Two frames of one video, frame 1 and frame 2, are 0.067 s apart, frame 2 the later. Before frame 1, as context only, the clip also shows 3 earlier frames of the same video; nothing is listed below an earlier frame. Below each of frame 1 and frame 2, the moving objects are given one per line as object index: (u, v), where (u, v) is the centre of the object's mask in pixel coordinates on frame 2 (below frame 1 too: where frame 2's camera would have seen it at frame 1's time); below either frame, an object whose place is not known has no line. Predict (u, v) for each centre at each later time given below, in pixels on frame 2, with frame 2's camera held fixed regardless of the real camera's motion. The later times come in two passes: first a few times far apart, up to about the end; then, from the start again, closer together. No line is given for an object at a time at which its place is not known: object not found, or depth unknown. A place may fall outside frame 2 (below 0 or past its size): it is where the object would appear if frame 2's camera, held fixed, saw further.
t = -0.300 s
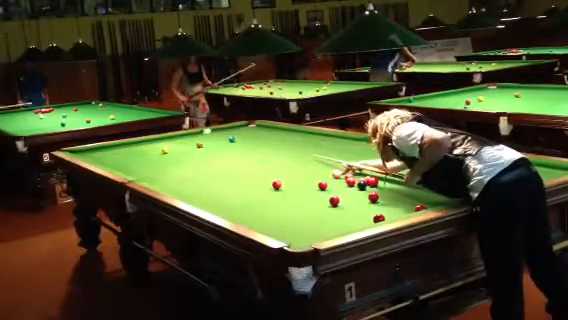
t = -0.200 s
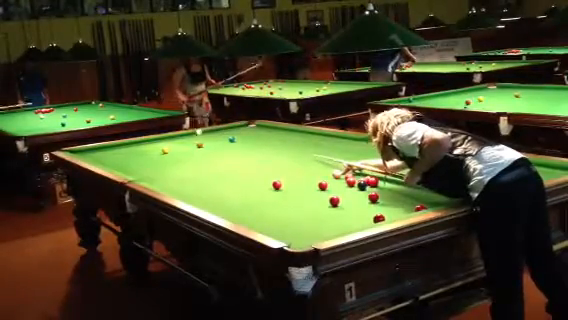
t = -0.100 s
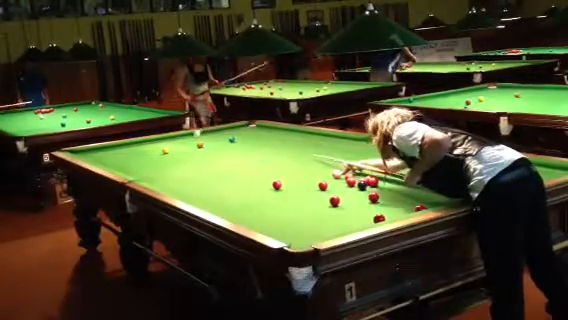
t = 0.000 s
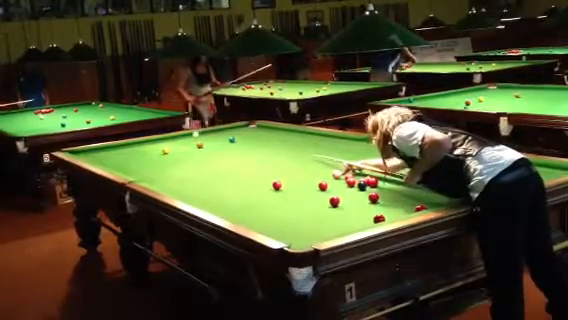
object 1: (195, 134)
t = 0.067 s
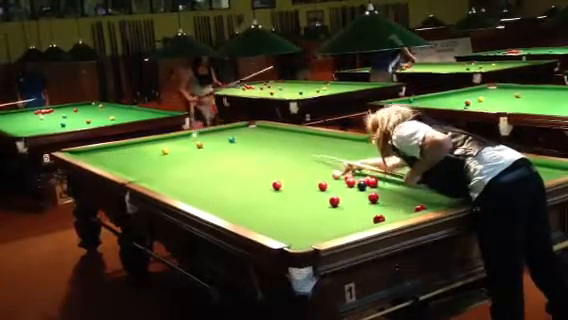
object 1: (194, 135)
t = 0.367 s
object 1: (190, 138)
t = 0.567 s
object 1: (187, 140)
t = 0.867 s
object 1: (182, 143)
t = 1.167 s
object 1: (181, 145)
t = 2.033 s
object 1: (159, 161)
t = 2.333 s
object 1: (155, 164)
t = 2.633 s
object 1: (149, 168)
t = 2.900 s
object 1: (145, 172)
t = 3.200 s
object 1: (141, 175)
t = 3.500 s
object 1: (138, 177)
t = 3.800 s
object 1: (141, 178)
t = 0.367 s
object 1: (190, 138)
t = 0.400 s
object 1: (190, 138)
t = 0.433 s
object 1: (189, 138)
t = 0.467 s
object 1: (186, 141)
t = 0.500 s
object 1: (187, 140)
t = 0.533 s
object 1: (187, 140)
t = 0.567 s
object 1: (187, 140)
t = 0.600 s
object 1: (187, 140)
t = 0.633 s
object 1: (187, 140)
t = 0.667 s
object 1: (186, 141)
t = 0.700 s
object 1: (183, 142)
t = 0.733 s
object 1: (183, 143)
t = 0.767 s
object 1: (183, 143)
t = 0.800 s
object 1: (182, 143)
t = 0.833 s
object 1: (183, 142)
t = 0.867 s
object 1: (182, 143)
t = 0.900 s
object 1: (182, 143)
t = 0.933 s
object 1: (183, 143)
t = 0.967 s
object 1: (182, 144)
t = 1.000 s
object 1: (181, 144)
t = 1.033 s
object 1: (181, 145)
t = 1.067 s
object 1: (180, 144)
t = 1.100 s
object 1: (181, 145)
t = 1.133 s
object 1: (181, 145)
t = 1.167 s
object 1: (181, 145)
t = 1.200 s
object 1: (180, 145)
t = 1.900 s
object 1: (161, 159)
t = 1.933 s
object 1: (161, 159)
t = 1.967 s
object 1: (161, 159)
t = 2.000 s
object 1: (160, 160)
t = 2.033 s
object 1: (159, 161)
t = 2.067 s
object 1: (159, 162)
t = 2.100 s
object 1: (159, 162)
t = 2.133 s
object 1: (158, 161)
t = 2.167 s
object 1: (158, 162)
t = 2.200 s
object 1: (158, 162)
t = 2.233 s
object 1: (156, 163)
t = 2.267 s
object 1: (157, 163)
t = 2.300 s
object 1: (155, 164)
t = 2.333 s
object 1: (155, 164)
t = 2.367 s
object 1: (154, 165)
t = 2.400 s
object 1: (154, 165)
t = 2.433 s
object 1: (153, 166)
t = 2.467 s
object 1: (153, 166)
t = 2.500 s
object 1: (153, 166)
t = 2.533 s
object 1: (150, 168)
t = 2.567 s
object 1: (150, 167)
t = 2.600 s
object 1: (149, 168)
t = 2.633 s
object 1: (149, 168)
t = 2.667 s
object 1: (149, 169)
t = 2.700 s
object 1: (149, 169)
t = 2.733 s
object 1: (147, 170)
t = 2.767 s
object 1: (147, 170)
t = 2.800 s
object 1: (146, 171)
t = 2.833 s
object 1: (146, 171)
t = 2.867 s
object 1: (146, 171)
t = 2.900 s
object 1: (145, 172)
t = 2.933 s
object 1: (145, 172)
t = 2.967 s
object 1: (145, 173)
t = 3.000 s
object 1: (145, 173)
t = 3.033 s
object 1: (144, 174)
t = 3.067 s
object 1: (143, 174)
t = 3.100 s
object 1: (143, 173)
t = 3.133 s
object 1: (143, 174)
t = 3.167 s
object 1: (142, 174)
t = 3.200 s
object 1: (141, 175)
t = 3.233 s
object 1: (141, 175)
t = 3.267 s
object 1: (141, 176)
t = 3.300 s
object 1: (140, 177)
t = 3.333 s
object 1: (140, 177)
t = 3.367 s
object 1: (139, 177)
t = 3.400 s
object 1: (139, 177)
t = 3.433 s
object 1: (139, 177)
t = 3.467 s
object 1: (138, 177)
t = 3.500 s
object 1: (138, 177)
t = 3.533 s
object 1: (137, 178)
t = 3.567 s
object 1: (139, 177)
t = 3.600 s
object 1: (139, 178)
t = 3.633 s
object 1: (139, 178)
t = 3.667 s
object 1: (139, 178)
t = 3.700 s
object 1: (139, 178)
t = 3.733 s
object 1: (140, 178)
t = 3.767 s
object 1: (140, 178)
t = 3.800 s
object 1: (141, 178)
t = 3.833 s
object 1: (142, 177)
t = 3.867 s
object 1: (145, 178)
